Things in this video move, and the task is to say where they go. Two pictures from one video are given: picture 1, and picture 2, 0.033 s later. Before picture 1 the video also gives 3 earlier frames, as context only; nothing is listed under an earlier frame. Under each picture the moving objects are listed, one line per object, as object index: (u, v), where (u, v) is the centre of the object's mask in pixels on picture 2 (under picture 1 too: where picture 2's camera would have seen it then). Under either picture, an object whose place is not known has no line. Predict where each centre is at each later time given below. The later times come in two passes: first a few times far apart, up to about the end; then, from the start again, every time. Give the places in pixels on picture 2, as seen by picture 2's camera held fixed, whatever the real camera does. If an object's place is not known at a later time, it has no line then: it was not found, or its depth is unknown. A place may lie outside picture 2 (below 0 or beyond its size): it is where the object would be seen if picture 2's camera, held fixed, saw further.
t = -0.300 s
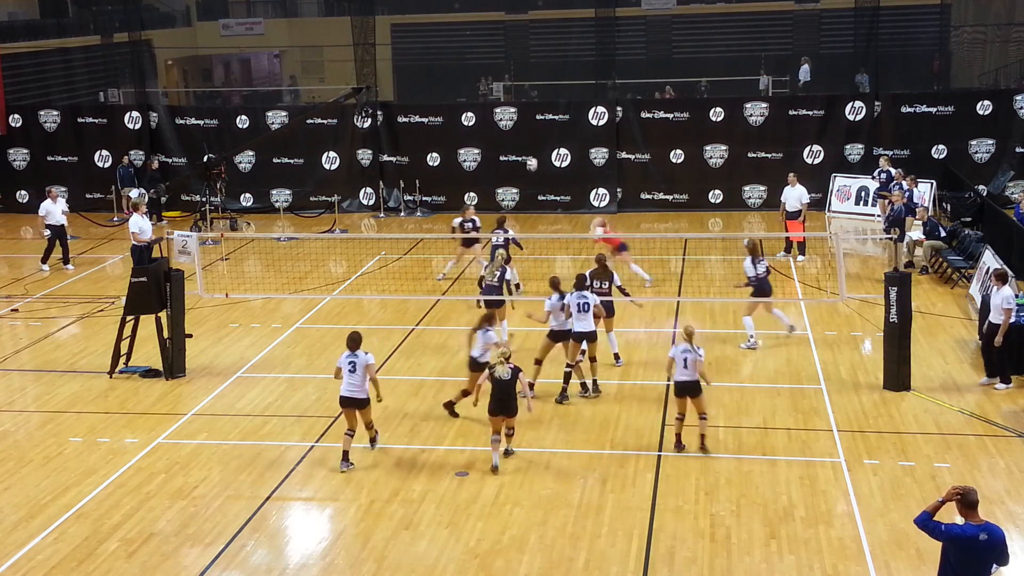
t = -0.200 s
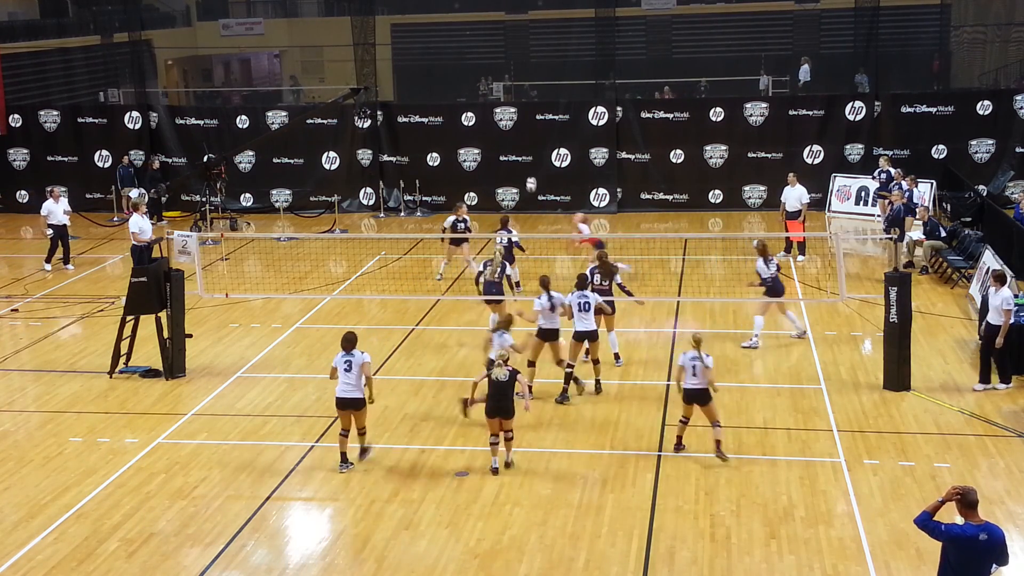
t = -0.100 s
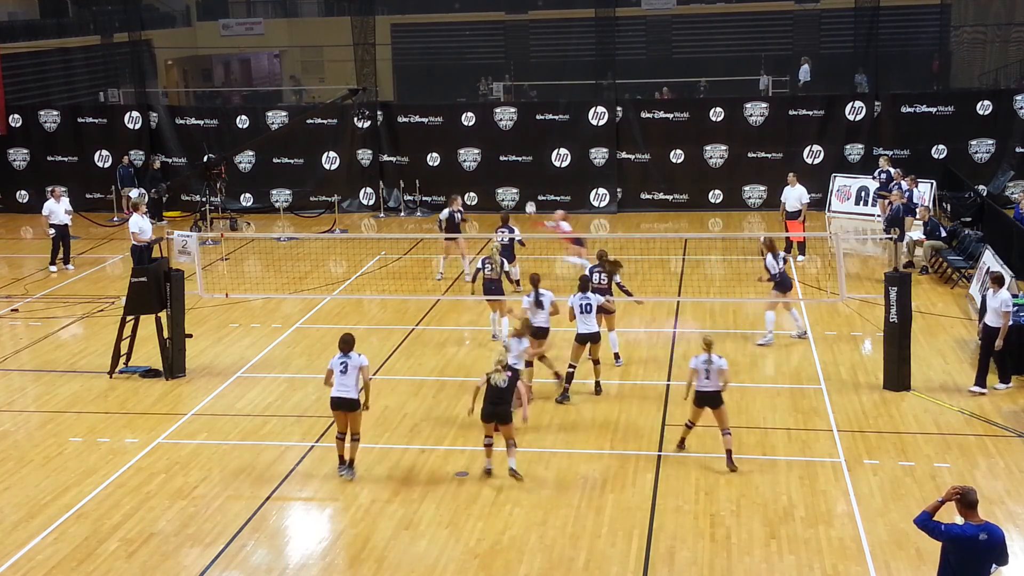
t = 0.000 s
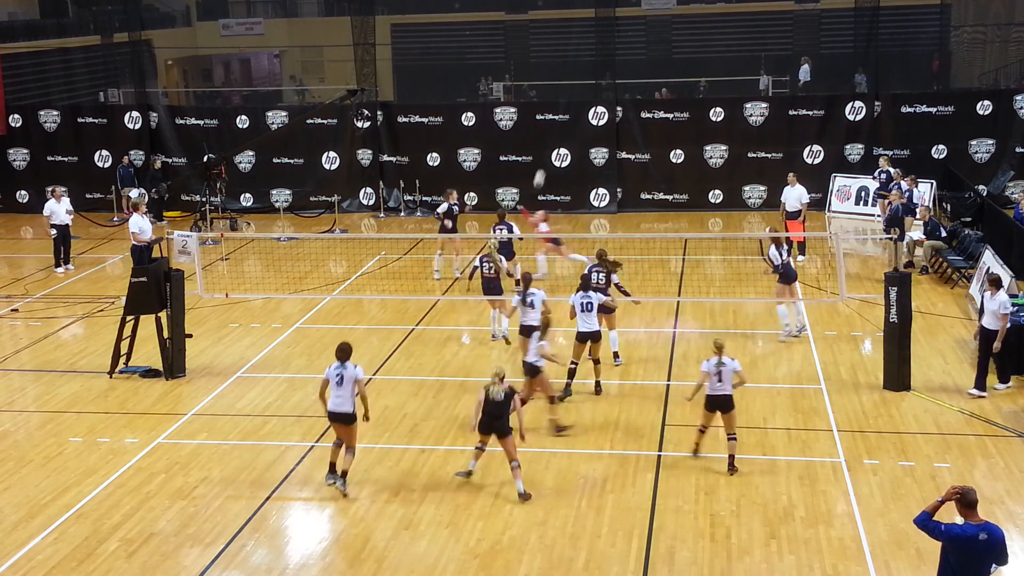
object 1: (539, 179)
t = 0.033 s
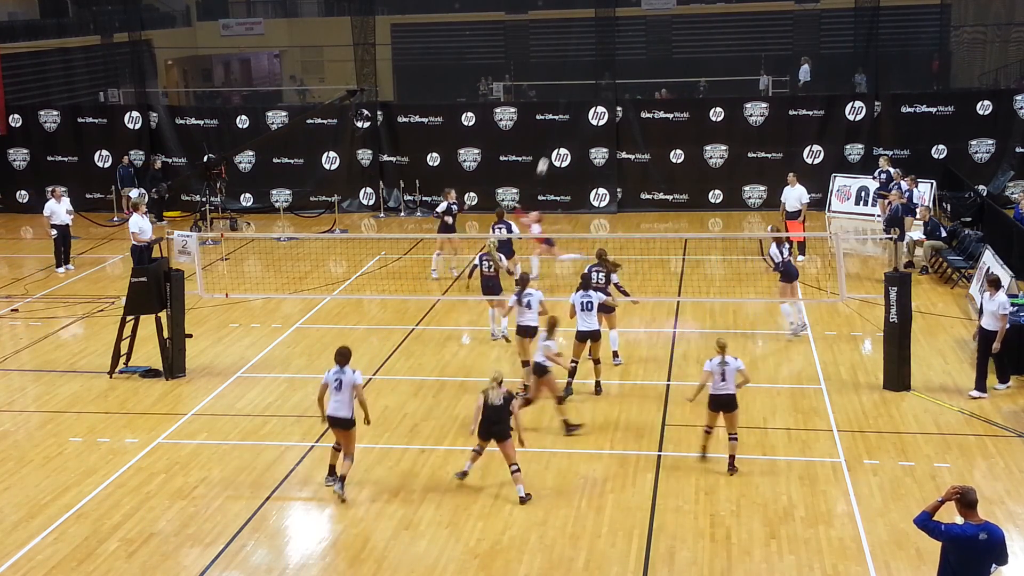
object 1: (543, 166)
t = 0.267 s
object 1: (569, 94)
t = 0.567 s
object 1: (604, 43)
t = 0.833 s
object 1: (635, 35)
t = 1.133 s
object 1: (667, 68)
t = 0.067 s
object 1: (546, 154)
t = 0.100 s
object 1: (550, 143)
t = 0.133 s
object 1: (554, 132)
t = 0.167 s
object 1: (557, 122)
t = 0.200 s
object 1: (561, 111)
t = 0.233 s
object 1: (565, 103)
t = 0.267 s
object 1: (569, 94)
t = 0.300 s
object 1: (573, 87)
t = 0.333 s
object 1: (577, 79)
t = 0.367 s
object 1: (581, 72)
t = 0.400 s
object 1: (584, 66)
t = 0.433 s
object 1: (588, 60)
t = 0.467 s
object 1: (592, 55)
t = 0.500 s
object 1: (596, 51)
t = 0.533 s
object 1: (600, 46)
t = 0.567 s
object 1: (604, 43)
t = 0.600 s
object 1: (608, 40)
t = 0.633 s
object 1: (612, 38)
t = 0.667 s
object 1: (616, 36)
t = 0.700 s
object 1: (620, 35)
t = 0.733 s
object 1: (623, 34)
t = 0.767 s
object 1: (627, 34)
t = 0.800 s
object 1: (631, 34)
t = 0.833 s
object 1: (635, 35)
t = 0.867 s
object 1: (638, 37)
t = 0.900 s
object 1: (642, 39)
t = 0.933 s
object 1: (646, 41)
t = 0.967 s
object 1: (650, 45)
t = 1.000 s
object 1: (653, 48)
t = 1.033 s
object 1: (657, 52)
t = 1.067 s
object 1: (660, 57)
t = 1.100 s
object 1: (664, 62)
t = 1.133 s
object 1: (667, 68)
